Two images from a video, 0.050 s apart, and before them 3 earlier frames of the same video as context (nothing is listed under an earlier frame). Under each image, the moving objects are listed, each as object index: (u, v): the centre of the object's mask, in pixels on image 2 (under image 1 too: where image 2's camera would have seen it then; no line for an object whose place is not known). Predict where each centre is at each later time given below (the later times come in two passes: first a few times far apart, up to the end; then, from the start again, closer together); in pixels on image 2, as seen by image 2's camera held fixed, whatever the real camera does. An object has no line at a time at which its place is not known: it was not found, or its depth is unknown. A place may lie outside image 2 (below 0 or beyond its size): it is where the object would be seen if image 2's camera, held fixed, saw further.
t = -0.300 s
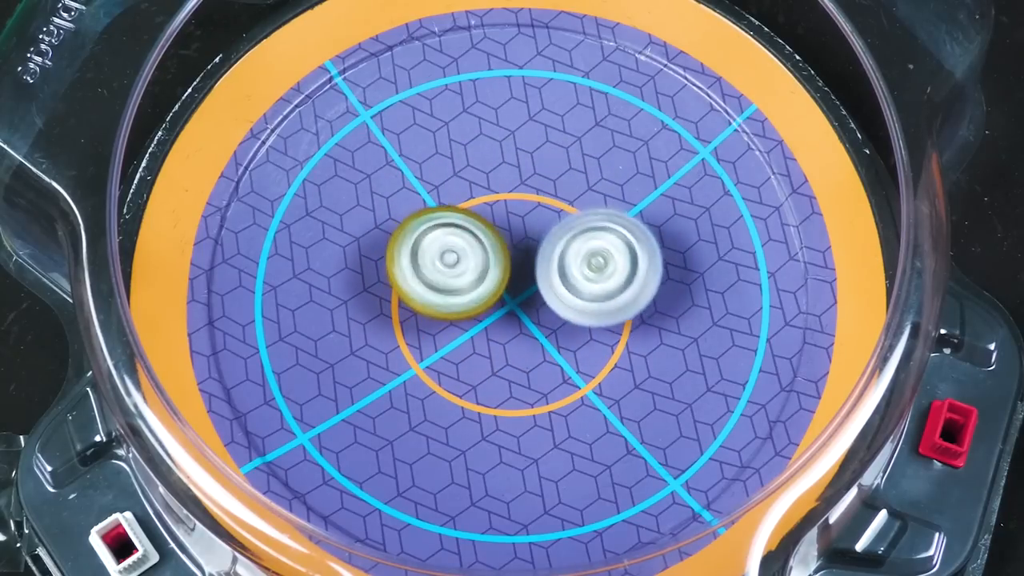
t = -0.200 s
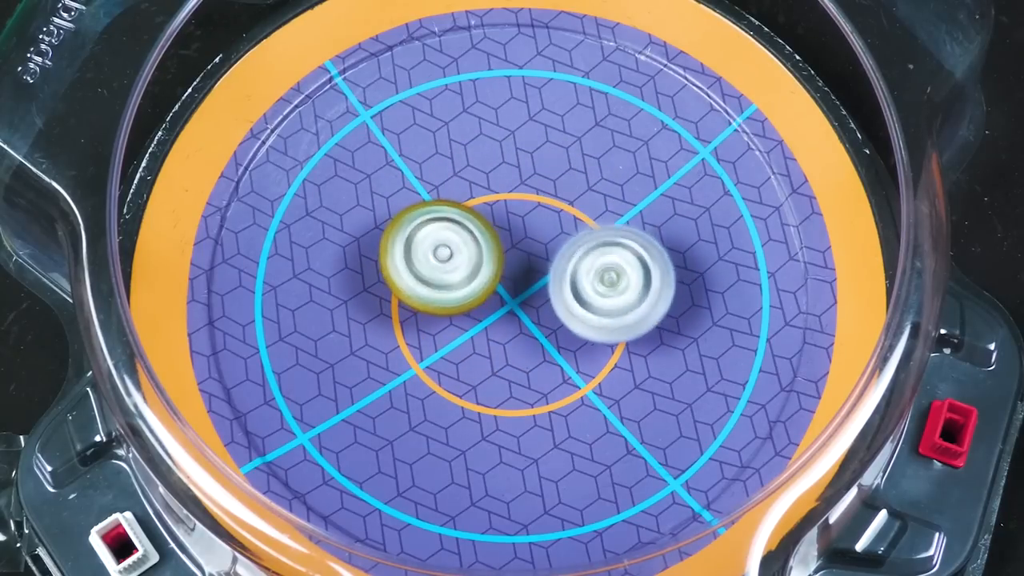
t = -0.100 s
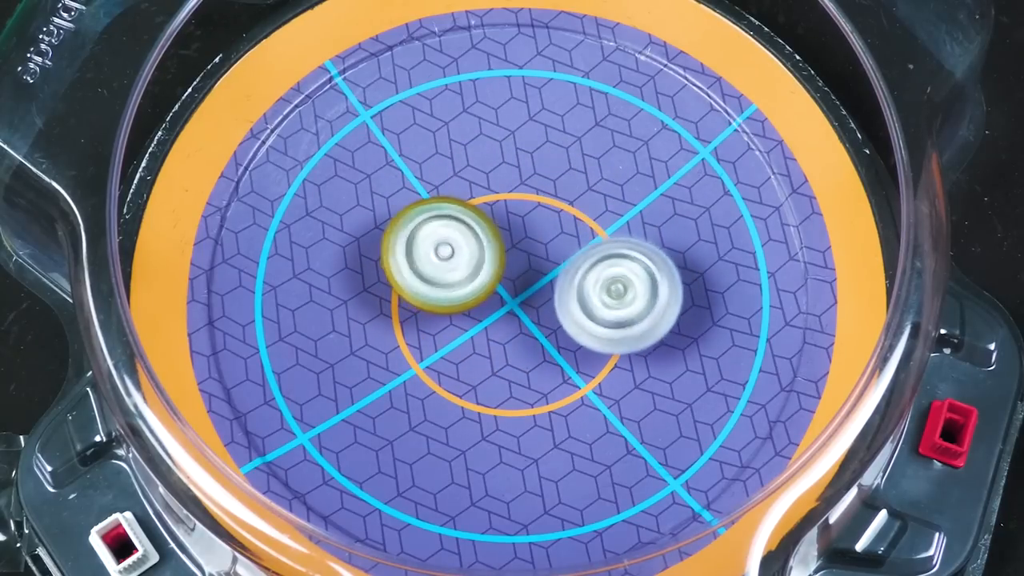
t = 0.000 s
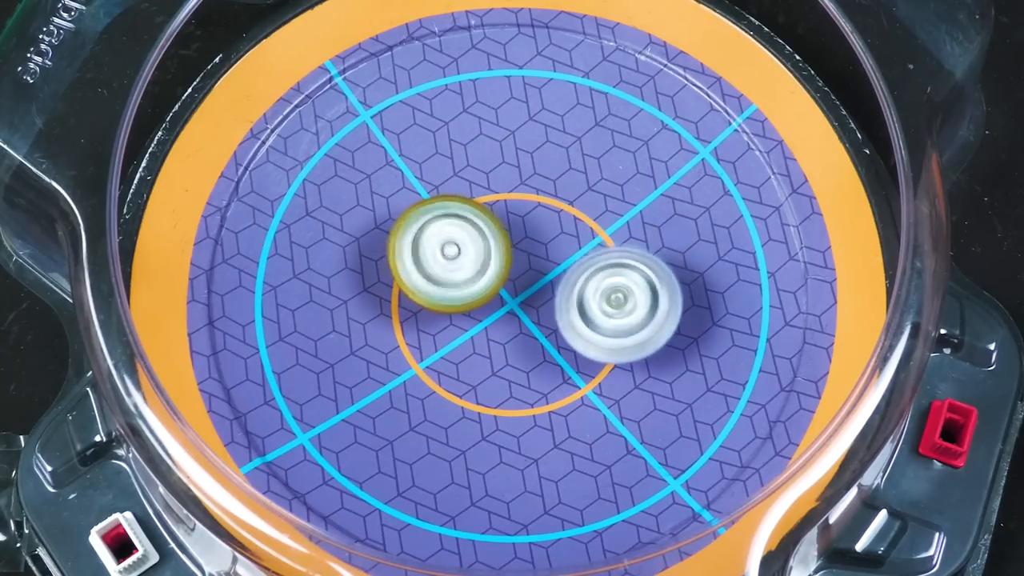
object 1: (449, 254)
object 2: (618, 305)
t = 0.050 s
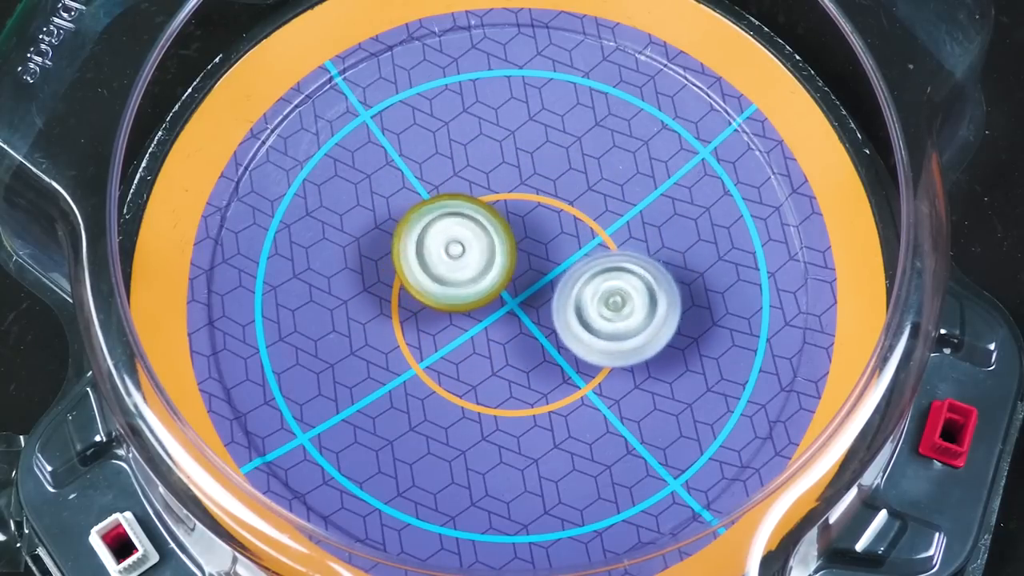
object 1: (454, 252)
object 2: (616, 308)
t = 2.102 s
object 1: (506, 301)
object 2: (452, 184)
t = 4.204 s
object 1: (550, 256)
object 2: (446, 338)
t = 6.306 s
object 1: (511, 224)
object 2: (458, 341)
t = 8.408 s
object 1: (564, 229)
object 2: (471, 316)
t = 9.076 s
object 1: (509, 353)
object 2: (517, 217)
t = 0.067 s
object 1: (454, 251)
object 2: (615, 310)
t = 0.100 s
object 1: (459, 251)
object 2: (612, 312)
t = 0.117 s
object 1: (460, 250)
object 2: (610, 313)
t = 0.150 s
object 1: (466, 249)
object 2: (605, 314)
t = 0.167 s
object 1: (467, 249)
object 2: (602, 315)
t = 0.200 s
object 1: (473, 247)
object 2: (597, 316)
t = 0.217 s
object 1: (474, 247)
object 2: (594, 317)
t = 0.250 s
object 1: (480, 245)
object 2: (587, 318)
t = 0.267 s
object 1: (482, 245)
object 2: (583, 319)
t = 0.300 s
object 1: (485, 239)
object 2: (579, 322)
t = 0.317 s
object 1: (485, 237)
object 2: (576, 325)
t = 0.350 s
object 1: (490, 232)
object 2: (572, 329)
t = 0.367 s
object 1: (491, 232)
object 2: (569, 331)
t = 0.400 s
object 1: (495, 229)
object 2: (562, 334)
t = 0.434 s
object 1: (500, 229)
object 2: (556, 337)
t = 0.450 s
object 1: (501, 228)
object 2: (552, 339)
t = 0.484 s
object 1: (506, 227)
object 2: (547, 342)
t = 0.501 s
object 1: (506, 227)
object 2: (544, 344)
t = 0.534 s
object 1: (510, 227)
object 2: (537, 346)
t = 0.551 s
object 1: (511, 228)
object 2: (534, 347)
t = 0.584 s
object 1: (514, 228)
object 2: (528, 349)
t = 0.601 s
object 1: (515, 230)
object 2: (524, 350)
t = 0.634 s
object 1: (518, 231)
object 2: (518, 352)
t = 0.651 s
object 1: (520, 232)
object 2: (514, 352)
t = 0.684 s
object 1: (522, 233)
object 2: (508, 354)
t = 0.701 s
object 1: (525, 234)
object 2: (504, 354)
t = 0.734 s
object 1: (526, 237)
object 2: (497, 354)
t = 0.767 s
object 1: (527, 238)
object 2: (491, 354)
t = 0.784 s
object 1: (529, 241)
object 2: (488, 353)
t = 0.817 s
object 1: (531, 243)
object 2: (480, 354)
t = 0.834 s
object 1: (534, 243)
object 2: (476, 355)
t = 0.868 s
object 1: (536, 245)
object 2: (469, 356)
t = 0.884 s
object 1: (539, 245)
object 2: (467, 356)
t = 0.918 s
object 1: (540, 249)
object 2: (461, 356)
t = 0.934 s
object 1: (541, 249)
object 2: (458, 356)
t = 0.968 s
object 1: (542, 253)
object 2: (454, 354)
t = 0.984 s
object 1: (541, 254)
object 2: (451, 354)
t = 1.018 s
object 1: (542, 258)
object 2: (448, 352)
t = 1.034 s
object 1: (540, 260)
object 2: (446, 351)
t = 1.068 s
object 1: (541, 262)
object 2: (442, 348)
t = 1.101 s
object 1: (541, 266)
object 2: (441, 344)
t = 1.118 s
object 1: (539, 267)
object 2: (439, 341)
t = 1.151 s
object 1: (542, 270)
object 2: (435, 338)
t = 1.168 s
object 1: (542, 271)
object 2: (433, 336)
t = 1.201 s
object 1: (545, 272)
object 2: (428, 332)
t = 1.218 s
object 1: (547, 274)
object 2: (426, 330)
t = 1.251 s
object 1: (546, 276)
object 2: (423, 326)
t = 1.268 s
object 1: (548, 277)
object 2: (422, 323)
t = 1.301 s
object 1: (546, 280)
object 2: (420, 317)
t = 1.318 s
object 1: (546, 280)
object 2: (420, 315)
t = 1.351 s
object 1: (545, 283)
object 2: (418, 309)
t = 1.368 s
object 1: (544, 283)
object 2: (415, 306)
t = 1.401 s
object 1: (548, 285)
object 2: (411, 301)
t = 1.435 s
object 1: (550, 287)
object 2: (408, 296)
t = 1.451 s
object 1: (549, 286)
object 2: (407, 293)
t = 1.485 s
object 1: (550, 286)
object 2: (404, 287)
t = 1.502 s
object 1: (548, 288)
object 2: (404, 284)
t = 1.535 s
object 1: (546, 288)
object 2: (403, 279)
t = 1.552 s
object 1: (546, 290)
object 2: (403, 277)
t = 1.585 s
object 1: (542, 290)
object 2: (403, 270)
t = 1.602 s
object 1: (542, 290)
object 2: (403, 268)
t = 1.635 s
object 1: (538, 291)
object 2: (405, 262)
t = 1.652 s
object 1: (536, 290)
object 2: (406, 259)
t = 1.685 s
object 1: (533, 291)
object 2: (410, 254)
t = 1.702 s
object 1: (530, 292)
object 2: (411, 251)
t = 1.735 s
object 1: (530, 293)
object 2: (412, 243)
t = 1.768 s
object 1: (532, 297)
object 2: (412, 236)
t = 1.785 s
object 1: (530, 299)
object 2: (413, 232)
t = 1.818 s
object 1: (529, 300)
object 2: (414, 226)
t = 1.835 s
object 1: (529, 302)
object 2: (416, 223)
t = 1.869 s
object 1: (526, 302)
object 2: (418, 217)
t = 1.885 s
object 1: (526, 302)
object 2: (420, 215)
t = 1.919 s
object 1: (523, 302)
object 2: (423, 209)
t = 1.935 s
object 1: (521, 301)
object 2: (426, 207)
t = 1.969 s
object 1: (519, 300)
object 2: (430, 202)
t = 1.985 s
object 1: (516, 300)
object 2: (433, 201)
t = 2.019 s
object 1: (512, 299)
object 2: (439, 197)
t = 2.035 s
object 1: (512, 299)
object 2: (441, 196)
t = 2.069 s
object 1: (508, 297)
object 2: (448, 194)
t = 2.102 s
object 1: (506, 301)
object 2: (452, 184)
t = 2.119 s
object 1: (507, 304)
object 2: (455, 181)
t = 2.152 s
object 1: (504, 308)
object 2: (459, 176)
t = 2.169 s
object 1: (503, 308)
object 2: (462, 173)
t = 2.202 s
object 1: (501, 309)
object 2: (468, 170)
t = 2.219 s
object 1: (499, 310)
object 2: (471, 169)
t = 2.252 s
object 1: (498, 308)
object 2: (477, 166)
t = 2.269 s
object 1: (498, 308)
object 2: (480, 166)
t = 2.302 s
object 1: (497, 305)
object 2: (487, 165)
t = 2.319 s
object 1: (497, 303)
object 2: (490, 164)
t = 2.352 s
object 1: (497, 300)
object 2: (497, 165)
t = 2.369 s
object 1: (495, 299)
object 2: (501, 164)
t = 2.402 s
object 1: (495, 295)
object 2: (507, 166)
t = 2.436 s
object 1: (495, 292)
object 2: (513, 166)
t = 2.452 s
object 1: (495, 292)
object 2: (517, 168)
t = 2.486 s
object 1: (494, 288)
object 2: (524, 170)
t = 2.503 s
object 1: (496, 287)
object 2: (527, 172)
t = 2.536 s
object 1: (493, 286)
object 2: (536, 172)
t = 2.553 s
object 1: (490, 287)
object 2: (541, 170)
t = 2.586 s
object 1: (485, 289)
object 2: (549, 169)
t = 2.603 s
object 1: (483, 291)
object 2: (554, 169)
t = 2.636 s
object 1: (479, 291)
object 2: (559, 168)
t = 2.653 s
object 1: (479, 289)
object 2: (563, 169)
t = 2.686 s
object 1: (478, 288)
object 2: (569, 170)
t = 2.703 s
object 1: (476, 287)
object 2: (572, 172)
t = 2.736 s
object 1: (476, 284)
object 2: (577, 175)
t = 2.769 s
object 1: (477, 281)
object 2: (581, 179)
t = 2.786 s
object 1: (478, 281)
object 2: (583, 182)
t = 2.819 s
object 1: (479, 278)
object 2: (586, 188)
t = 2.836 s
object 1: (480, 276)
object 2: (588, 191)
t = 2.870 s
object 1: (482, 273)
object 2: (590, 198)
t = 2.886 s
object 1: (481, 272)
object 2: (591, 202)
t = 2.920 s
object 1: (483, 269)
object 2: (592, 209)
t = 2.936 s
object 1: (484, 269)
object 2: (594, 213)
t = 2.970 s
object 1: (481, 268)
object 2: (598, 221)
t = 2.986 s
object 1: (480, 266)
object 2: (600, 224)
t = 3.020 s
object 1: (478, 265)
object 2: (602, 232)
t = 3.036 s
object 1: (478, 266)
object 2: (603, 235)
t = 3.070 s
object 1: (478, 265)
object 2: (603, 244)
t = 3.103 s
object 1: (477, 264)
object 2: (603, 252)
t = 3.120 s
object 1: (477, 263)
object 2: (605, 256)
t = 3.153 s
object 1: (475, 263)
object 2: (604, 265)
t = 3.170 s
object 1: (474, 263)
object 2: (604, 269)
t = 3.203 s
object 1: (476, 262)
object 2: (603, 277)
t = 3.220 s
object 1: (477, 263)
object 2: (602, 281)
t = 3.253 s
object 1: (478, 262)
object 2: (601, 290)
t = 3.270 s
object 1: (478, 261)
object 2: (600, 293)
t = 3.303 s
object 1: (480, 260)
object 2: (599, 302)
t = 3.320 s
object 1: (480, 261)
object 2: (597, 306)
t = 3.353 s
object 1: (482, 261)
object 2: (597, 314)
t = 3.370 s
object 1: (481, 259)
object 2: (595, 319)
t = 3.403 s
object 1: (482, 258)
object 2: (594, 326)
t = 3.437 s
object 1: (483, 257)
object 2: (592, 333)
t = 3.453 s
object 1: (483, 257)
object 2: (590, 336)
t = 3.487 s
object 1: (485, 257)
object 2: (586, 342)
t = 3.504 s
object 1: (487, 256)
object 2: (584, 346)
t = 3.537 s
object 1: (490, 257)
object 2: (579, 351)
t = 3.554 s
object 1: (491, 258)
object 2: (577, 353)
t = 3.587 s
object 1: (493, 259)
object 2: (570, 357)
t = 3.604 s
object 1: (496, 259)
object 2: (567, 358)
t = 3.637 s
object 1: (498, 260)
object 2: (561, 361)
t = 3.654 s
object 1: (498, 260)
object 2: (557, 363)
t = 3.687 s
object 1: (500, 256)
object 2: (550, 370)
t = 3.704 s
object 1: (502, 254)
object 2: (546, 373)
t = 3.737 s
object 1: (505, 249)
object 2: (540, 377)
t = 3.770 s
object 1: (508, 247)
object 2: (533, 380)
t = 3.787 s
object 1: (508, 245)
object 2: (529, 381)
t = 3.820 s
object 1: (512, 245)
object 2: (523, 382)
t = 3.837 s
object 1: (515, 245)
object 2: (519, 383)
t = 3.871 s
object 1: (518, 245)
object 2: (511, 383)
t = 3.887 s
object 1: (518, 246)
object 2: (509, 383)
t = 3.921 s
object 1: (521, 247)
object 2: (501, 381)
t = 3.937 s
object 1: (523, 248)
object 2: (498, 379)
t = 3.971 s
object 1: (526, 250)
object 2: (490, 376)
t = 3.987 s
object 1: (526, 251)
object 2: (487, 373)
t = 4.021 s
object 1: (528, 253)
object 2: (481, 368)
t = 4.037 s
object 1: (530, 253)
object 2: (478, 366)
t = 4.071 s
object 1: (532, 256)
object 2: (471, 360)
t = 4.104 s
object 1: (537, 256)
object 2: (464, 356)
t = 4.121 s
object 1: (539, 256)
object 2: (460, 354)
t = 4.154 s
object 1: (544, 256)
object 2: (453, 349)
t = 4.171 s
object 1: (547, 255)
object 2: (451, 345)
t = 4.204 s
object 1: (550, 256)
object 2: (446, 338)
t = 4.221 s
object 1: (551, 258)
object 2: (444, 334)
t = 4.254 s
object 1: (553, 259)
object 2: (441, 326)
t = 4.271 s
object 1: (553, 259)
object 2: (439, 324)
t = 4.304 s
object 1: (553, 261)
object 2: (435, 314)
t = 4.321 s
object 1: (553, 264)
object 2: (435, 310)
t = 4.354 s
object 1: (552, 266)
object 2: (433, 302)
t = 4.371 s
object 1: (553, 266)
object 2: (431, 296)
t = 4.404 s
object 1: (559, 268)
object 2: (426, 288)
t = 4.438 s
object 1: (562, 270)
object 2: (424, 279)
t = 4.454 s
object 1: (565, 272)
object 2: (422, 275)
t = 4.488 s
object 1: (566, 274)
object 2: (421, 267)
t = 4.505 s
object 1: (566, 275)
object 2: (422, 264)
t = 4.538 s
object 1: (566, 278)
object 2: (422, 255)
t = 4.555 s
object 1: (566, 278)
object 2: (423, 250)
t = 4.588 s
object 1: (565, 280)
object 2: (425, 243)
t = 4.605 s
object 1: (564, 282)
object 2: (425, 239)
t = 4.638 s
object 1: (561, 285)
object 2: (428, 231)
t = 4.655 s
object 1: (560, 284)
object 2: (431, 228)
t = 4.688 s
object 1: (557, 286)
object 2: (435, 221)
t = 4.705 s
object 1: (556, 288)
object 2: (437, 217)
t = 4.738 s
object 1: (553, 290)
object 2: (444, 211)
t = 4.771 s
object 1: (549, 291)
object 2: (450, 206)
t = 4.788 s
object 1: (546, 293)
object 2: (452, 204)
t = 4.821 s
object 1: (543, 294)
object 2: (459, 200)
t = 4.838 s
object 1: (541, 294)
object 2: (464, 199)
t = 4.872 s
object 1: (537, 295)
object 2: (472, 195)
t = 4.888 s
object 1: (536, 297)
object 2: (476, 193)
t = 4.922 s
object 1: (532, 299)
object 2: (485, 191)
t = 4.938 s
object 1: (529, 299)
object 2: (488, 190)
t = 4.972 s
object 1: (525, 302)
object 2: (497, 188)
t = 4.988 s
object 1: (524, 303)
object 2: (502, 189)
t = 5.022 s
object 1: (520, 304)
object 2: (510, 189)
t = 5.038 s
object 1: (516, 306)
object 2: (514, 188)
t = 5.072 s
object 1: (513, 307)
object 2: (523, 188)
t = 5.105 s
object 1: (509, 307)
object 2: (532, 190)
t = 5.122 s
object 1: (506, 306)
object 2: (536, 191)
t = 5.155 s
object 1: (501, 305)
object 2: (544, 193)
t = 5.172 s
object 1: (500, 305)
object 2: (548, 195)
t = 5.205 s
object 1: (496, 303)
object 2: (555, 198)
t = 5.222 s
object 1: (493, 303)
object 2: (558, 200)
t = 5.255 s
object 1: (490, 302)
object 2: (563, 205)
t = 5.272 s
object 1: (487, 300)
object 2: (566, 208)
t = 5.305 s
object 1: (483, 298)
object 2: (571, 214)
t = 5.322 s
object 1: (482, 298)
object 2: (574, 216)
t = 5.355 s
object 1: (478, 296)
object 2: (579, 223)
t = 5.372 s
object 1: (476, 295)
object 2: (579, 227)
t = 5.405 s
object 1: (472, 292)
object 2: (583, 233)
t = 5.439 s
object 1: (468, 291)
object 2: (585, 241)
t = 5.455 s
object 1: (466, 288)
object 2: (587, 246)
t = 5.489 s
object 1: (463, 285)
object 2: (587, 254)
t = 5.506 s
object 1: (463, 284)
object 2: (587, 257)
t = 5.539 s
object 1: (462, 281)
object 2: (586, 265)
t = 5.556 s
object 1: (460, 280)
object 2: (586, 270)
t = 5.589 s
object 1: (458, 277)
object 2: (585, 279)
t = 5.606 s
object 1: (456, 274)
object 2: (585, 283)
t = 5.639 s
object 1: (455, 271)
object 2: (582, 290)
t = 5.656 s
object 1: (456, 270)
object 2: (580, 294)
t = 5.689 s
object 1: (455, 267)
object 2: (577, 302)
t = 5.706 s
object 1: (454, 266)
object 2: (576, 306)
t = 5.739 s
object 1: (455, 264)
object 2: (571, 313)
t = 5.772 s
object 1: (456, 260)
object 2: (566, 319)
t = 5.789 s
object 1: (456, 259)
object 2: (563, 322)
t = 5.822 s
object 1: (457, 254)
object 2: (558, 328)
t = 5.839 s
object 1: (458, 252)
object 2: (555, 332)
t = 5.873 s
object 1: (458, 247)
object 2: (549, 336)
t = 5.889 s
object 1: (460, 247)
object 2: (546, 338)
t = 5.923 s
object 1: (462, 243)
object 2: (538, 341)
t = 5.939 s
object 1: (463, 242)
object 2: (534, 343)
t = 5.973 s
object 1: (466, 240)
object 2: (526, 345)
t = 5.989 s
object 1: (468, 238)
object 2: (524, 346)
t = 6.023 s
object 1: (471, 236)
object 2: (516, 346)
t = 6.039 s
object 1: (474, 236)
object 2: (511, 347)
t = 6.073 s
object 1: (478, 231)
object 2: (503, 352)
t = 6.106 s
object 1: (483, 227)
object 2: (496, 354)
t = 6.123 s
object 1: (485, 227)
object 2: (492, 355)
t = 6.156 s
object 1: (490, 225)
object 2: (485, 355)
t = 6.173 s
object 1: (491, 224)
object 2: (481, 354)
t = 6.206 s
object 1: (496, 224)
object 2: (475, 352)
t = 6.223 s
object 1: (499, 223)
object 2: (472, 350)
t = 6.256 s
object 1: (503, 223)
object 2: (466, 347)
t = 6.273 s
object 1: (507, 224)
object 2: (463, 345)
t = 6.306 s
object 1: (511, 224)
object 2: (458, 341)
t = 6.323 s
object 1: (513, 225)
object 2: (455, 339)
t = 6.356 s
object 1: (517, 227)
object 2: (451, 333)
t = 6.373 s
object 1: (519, 227)
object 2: (449, 330)
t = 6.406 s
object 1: (523, 230)
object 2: (446, 323)
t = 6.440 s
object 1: (528, 233)
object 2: (441, 316)
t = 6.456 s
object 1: (533, 232)
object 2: (437, 314)
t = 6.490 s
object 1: (539, 236)
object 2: (432, 308)
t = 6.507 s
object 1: (544, 236)
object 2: (430, 306)
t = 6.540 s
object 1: (546, 239)
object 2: (427, 300)
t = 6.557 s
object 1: (549, 243)
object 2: (427, 296)
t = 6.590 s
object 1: (552, 245)
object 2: (426, 289)
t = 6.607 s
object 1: (551, 248)
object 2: (427, 288)
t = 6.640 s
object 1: (554, 252)
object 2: (428, 281)
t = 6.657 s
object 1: (553, 252)
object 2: (427, 276)
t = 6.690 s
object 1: (554, 257)
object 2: (429, 269)
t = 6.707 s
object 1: (556, 257)
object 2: (431, 267)
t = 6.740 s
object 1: (556, 262)
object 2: (432, 259)
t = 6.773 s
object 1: (558, 268)
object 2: (435, 252)
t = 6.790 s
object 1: (561, 270)
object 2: (435, 248)
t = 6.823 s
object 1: (561, 275)
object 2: (438, 242)
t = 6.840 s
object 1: (562, 280)
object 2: (440, 238)
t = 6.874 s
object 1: (561, 283)
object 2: (444, 233)
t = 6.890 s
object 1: (558, 287)
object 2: (446, 232)
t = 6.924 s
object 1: (557, 291)
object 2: (451, 227)
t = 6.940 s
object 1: (554, 292)
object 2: (453, 224)
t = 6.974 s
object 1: (552, 297)
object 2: (459, 219)
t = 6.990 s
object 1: (552, 298)
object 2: (464, 218)
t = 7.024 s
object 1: (547, 303)
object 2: (470, 213)
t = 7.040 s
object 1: (547, 305)
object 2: (472, 211)
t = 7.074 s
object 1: (543, 310)
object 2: (479, 207)
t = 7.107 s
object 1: (538, 313)
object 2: (485, 204)
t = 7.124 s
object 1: (536, 315)
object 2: (488, 202)
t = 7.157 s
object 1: (531, 317)
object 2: (495, 200)
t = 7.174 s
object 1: (528, 318)
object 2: (499, 201)
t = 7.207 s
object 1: (523, 318)
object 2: (507, 201)
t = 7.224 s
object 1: (519, 319)
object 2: (509, 200)
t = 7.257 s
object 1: (514, 319)
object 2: (517, 202)
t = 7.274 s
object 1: (510, 318)
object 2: (521, 202)
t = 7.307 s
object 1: (505, 318)
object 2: (528, 204)
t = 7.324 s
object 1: (502, 317)
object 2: (531, 205)
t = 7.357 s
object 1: (493, 319)
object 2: (541, 203)
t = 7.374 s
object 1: (490, 318)
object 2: (545, 204)
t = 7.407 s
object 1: (482, 316)
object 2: (551, 205)
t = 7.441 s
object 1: (477, 314)
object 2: (557, 207)
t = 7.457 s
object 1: (475, 312)
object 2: (560, 209)
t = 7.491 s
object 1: (470, 309)
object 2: (565, 213)
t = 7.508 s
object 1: (470, 307)
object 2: (566, 216)
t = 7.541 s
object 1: (466, 302)
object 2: (570, 221)
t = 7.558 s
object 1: (465, 301)
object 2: (572, 223)
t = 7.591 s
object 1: (462, 295)
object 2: (574, 229)
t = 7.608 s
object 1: (461, 294)
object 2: (575, 233)
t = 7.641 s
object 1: (460, 288)
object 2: (576, 239)
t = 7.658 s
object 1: (460, 285)
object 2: (575, 243)
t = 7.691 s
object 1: (458, 279)
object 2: (576, 250)
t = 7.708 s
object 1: (456, 276)
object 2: (577, 253)
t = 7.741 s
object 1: (455, 270)
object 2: (576, 262)
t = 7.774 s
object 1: (454, 264)
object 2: (576, 269)
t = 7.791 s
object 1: (452, 260)
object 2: (577, 273)
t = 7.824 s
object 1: (451, 250)
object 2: (576, 282)
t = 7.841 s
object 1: (450, 247)
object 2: (576, 285)
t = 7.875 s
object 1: (452, 240)
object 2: (575, 292)
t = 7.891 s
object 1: (453, 238)
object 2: (572, 295)
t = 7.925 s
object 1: (457, 234)
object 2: (569, 302)
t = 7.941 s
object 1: (458, 231)
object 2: (567, 304)
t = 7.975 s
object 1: (463, 229)
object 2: (563, 309)
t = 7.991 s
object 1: (465, 226)
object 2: (561, 312)
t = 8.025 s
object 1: (470, 225)
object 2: (555, 316)
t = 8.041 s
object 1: (473, 223)
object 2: (551, 319)
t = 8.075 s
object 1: (478, 222)
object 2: (545, 322)
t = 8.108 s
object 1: (485, 221)
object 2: (538, 323)
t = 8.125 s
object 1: (488, 219)
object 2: (533, 324)
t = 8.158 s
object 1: (496, 219)
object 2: (525, 328)
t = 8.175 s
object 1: (500, 216)
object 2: (520, 328)
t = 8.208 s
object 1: (510, 217)
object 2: (512, 328)
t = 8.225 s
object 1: (517, 214)
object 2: (509, 329)
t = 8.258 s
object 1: (526, 216)
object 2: (501, 329)
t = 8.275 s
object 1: (533, 215)
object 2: (497, 329)
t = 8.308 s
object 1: (540, 219)
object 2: (491, 328)
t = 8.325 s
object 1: (547, 219)
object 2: (486, 326)
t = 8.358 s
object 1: (553, 223)
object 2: (479, 323)
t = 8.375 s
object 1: (559, 225)
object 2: (477, 321)
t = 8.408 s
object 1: (564, 229)
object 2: (471, 316)
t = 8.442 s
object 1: (570, 236)
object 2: (466, 312)
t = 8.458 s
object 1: (572, 237)
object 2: (465, 309)
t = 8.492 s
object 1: (576, 245)
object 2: (460, 303)
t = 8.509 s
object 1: (578, 246)
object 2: (459, 301)
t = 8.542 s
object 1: (579, 254)
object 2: (457, 294)
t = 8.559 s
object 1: (581, 256)
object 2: (455, 291)
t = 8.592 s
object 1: (580, 265)
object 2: (455, 284)
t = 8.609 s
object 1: (582, 267)
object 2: (454, 280)
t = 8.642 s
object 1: (580, 275)
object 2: (455, 273)
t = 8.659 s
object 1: (581, 278)
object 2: (456, 270)
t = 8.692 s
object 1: (578, 287)
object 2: (457, 263)
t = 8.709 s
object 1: (579, 290)
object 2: (459, 261)
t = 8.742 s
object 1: (575, 298)
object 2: (463, 255)
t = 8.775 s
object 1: (573, 307)
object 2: (466, 249)
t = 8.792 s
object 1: (570, 310)
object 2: (468, 246)
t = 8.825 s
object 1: (568, 321)
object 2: (471, 237)
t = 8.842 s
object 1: (564, 325)
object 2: (474, 233)
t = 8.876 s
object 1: (559, 334)
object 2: (478, 229)
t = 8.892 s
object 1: (555, 336)
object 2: (481, 227)
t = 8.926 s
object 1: (548, 343)
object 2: (487, 223)
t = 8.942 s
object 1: (543, 345)
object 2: (490, 221)
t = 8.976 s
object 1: (535, 349)
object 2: (496, 219)
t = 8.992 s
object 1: (530, 350)
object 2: (500, 219)
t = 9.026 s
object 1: (522, 352)
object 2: (507, 217)
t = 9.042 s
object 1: (517, 352)
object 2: (510, 217)
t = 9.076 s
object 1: (509, 353)
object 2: (517, 217)
